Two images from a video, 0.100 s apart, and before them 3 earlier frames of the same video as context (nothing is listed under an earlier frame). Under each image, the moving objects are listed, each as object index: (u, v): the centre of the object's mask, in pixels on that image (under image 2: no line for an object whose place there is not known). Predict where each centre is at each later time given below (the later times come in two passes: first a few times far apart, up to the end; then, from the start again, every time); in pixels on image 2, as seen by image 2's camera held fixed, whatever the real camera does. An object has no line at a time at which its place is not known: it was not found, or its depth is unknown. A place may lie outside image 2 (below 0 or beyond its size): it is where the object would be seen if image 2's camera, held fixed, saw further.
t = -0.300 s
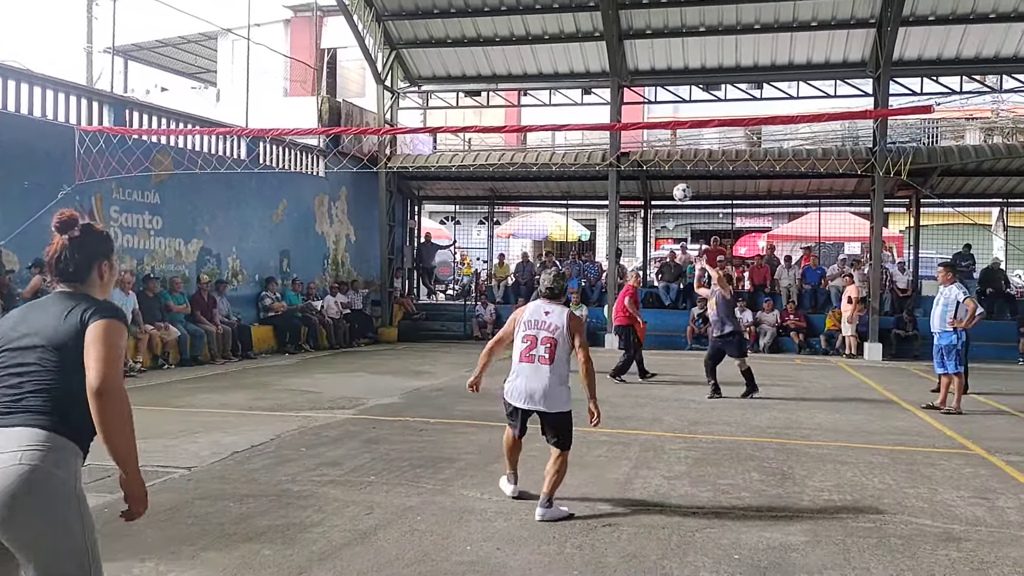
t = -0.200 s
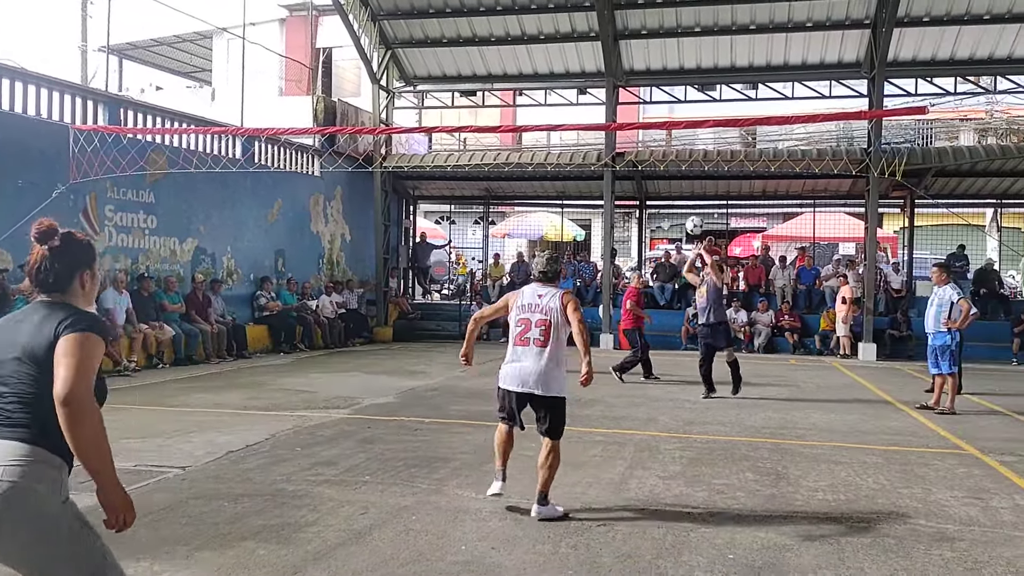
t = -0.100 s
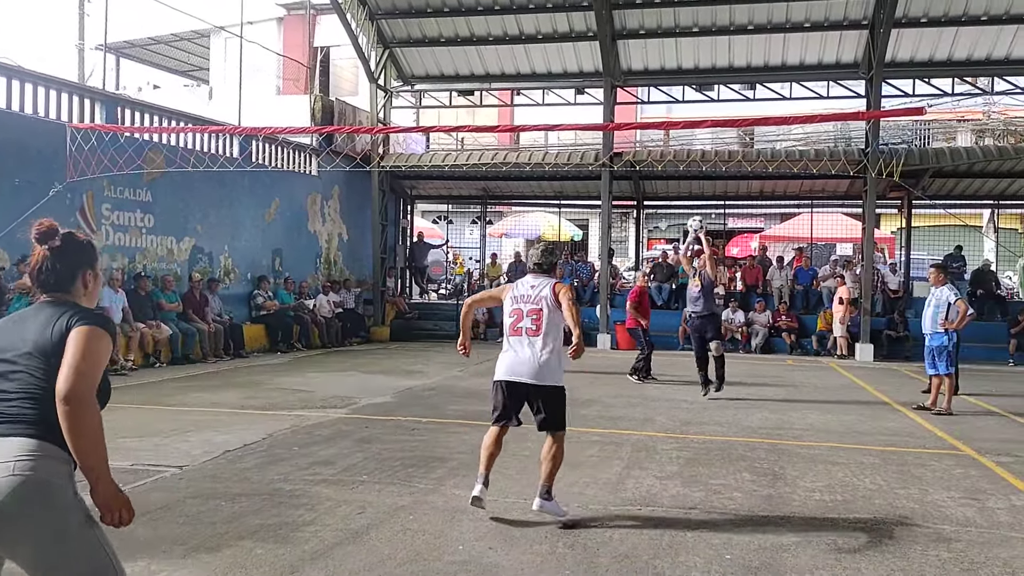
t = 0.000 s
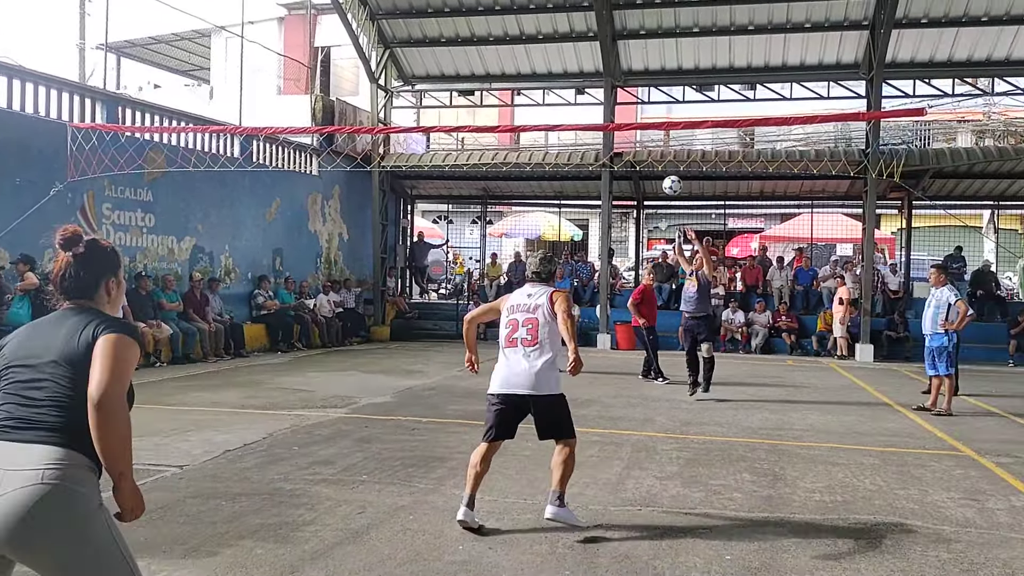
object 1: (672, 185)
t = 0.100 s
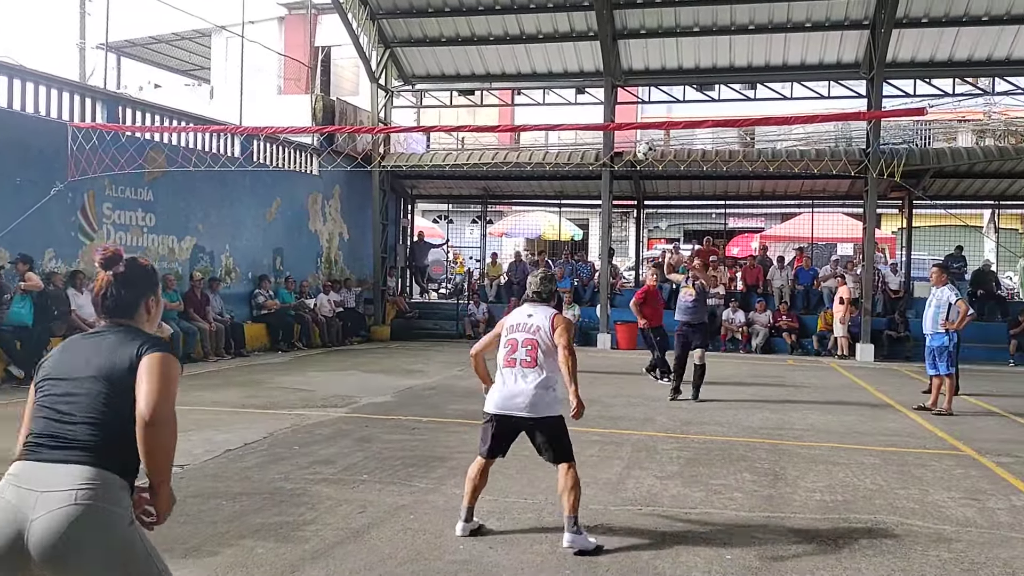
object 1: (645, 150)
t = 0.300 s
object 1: (588, 102)
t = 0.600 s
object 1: (483, 95)
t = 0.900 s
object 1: (354, 193)
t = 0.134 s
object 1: (637, 140)
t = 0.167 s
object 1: (628, 136)
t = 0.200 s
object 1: (618, 118)
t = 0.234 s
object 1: (610, 114)
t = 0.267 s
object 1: (598, 109)
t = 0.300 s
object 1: (588, 102)
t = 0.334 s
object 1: (578, 97)
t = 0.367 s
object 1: (567, 94)
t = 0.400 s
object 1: (556, 90)
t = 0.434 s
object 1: (544, 89)
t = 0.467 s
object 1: (533, 88)
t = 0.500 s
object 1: (521, 88)
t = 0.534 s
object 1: (509, 89)
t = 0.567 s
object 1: (497, 92)
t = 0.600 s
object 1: (483, 95)
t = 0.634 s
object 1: (471, 100)
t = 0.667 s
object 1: (458, 106)
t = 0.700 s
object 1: (444, 114)
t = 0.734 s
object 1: (431, 124)
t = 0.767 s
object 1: (416, 134)
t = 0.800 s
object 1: (401, 146)
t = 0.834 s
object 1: (385, 160)
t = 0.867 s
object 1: (370, 176)
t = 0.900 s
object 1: (354, 193)
